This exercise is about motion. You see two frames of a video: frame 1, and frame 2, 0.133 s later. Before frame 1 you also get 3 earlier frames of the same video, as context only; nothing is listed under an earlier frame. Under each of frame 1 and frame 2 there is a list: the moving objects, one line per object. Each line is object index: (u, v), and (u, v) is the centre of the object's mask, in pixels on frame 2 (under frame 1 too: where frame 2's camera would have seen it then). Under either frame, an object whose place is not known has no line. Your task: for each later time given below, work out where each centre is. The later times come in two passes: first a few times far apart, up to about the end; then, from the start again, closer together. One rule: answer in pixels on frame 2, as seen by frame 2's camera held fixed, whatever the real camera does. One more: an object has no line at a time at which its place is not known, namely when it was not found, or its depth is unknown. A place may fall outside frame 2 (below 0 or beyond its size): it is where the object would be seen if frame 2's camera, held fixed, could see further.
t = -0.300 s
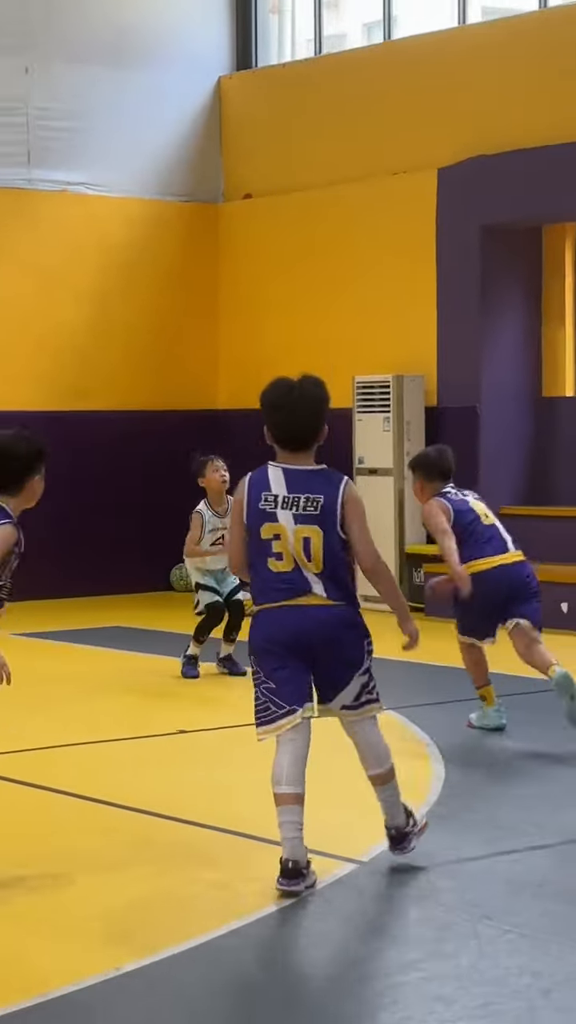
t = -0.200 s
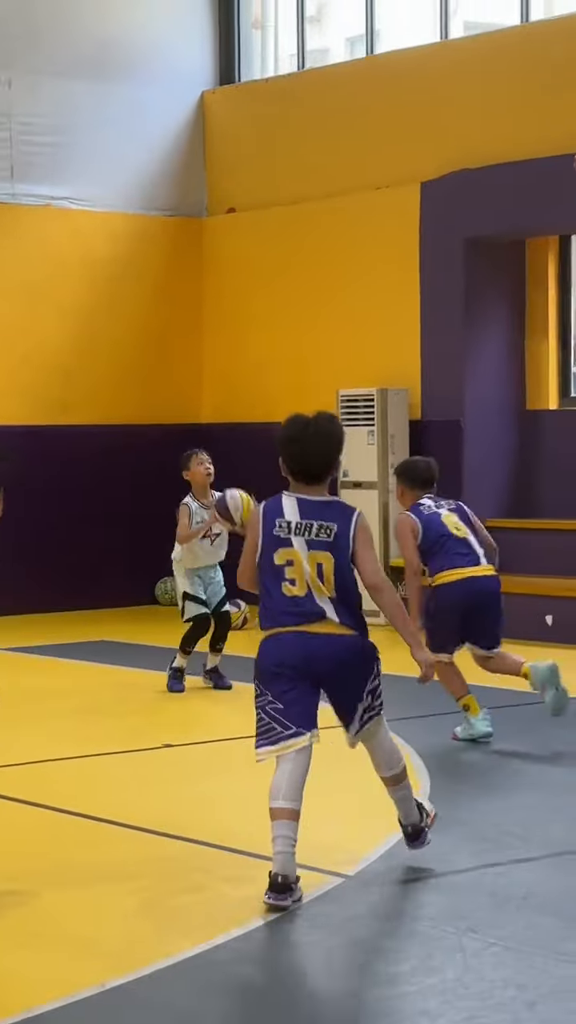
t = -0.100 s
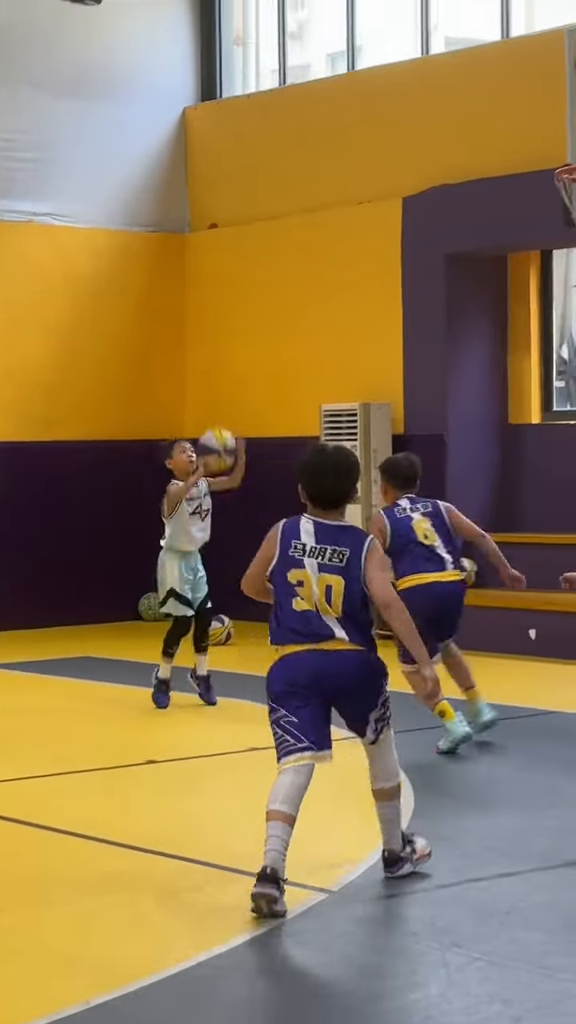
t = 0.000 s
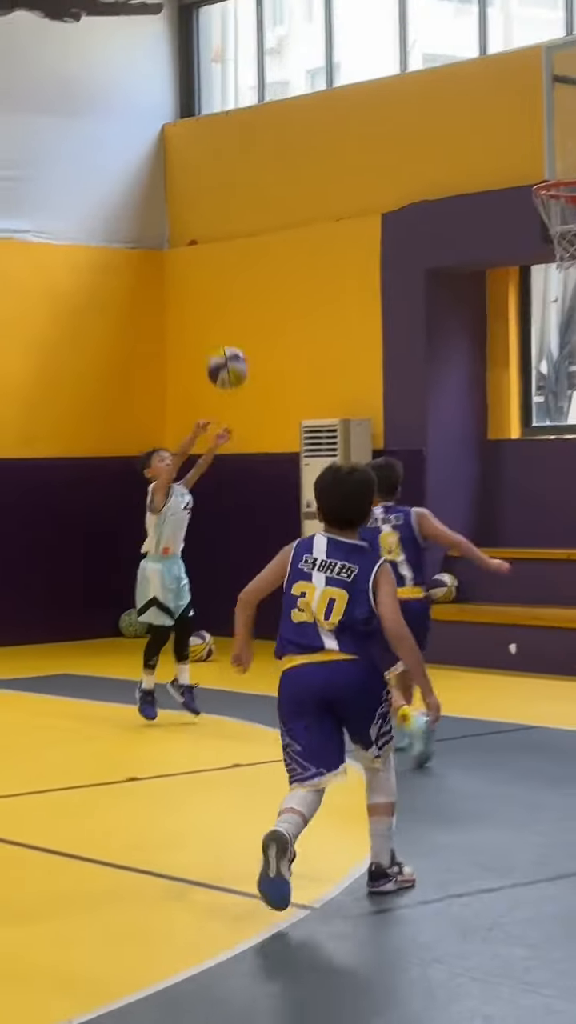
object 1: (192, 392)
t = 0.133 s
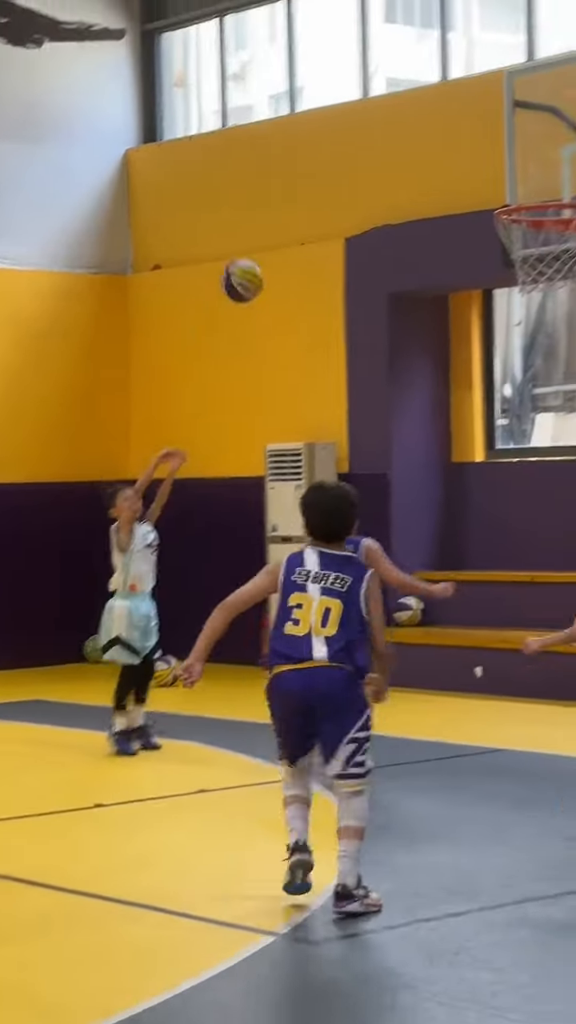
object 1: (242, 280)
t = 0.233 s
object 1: (281, 215)
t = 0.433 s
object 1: (365, 136)
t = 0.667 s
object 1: (473, 147)
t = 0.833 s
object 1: (558, 186)
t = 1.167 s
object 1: (571, 165)
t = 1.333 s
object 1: (526, 221)
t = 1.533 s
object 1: (531, 303)
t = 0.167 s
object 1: (255, 256)
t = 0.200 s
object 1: (268, 234)
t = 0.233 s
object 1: (281, 215)
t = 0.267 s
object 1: (294, 197)
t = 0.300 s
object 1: (309, 182)
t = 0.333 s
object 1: (322, 167)
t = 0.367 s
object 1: (336, 155)
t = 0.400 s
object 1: (351, 145)
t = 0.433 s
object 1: (365, 136)
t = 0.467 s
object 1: (379, 131)
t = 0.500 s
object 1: (394, 127)
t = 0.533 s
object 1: (409, 127)
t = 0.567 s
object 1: (425, 128)
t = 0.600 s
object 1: (441, 131)
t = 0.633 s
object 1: (457, 137)
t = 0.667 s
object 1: (473, 147)
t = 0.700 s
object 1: (490, 158)
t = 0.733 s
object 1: (508, 172)
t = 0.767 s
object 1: (526, 186)
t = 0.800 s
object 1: (541, 187)
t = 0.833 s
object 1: (558, 186)
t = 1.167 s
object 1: (571, 165)
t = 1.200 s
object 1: (562, 172)
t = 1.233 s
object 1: (552, 179)
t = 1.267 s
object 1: (544, 187)
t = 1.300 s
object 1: (535, 194)
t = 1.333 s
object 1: (526, 221)
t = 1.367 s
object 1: (525, 235)
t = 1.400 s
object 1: (524, 244)
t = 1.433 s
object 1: (525, 259)
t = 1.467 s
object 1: (527, 275)
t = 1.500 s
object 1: (528, 287)
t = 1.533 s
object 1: (531, 303)
